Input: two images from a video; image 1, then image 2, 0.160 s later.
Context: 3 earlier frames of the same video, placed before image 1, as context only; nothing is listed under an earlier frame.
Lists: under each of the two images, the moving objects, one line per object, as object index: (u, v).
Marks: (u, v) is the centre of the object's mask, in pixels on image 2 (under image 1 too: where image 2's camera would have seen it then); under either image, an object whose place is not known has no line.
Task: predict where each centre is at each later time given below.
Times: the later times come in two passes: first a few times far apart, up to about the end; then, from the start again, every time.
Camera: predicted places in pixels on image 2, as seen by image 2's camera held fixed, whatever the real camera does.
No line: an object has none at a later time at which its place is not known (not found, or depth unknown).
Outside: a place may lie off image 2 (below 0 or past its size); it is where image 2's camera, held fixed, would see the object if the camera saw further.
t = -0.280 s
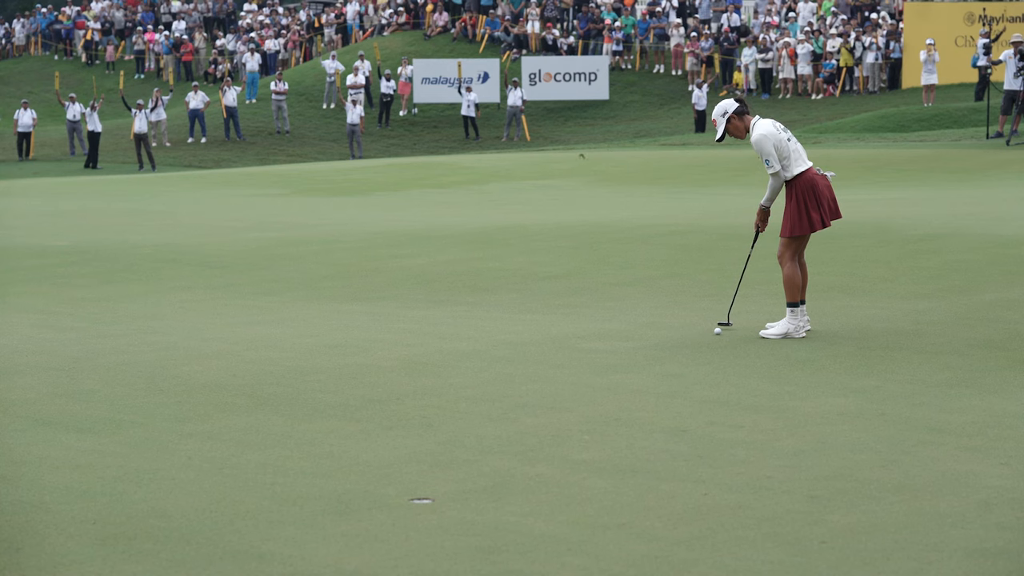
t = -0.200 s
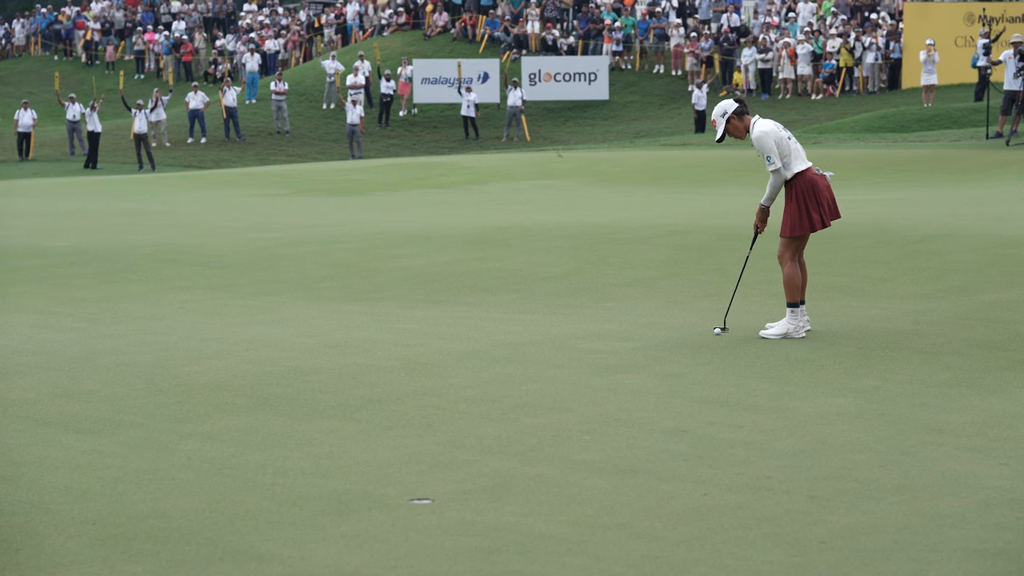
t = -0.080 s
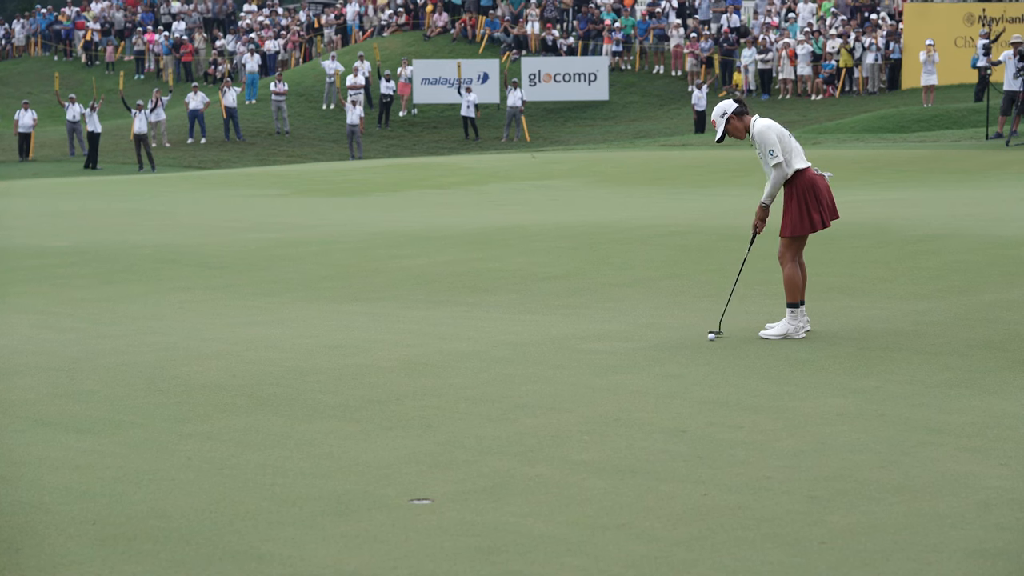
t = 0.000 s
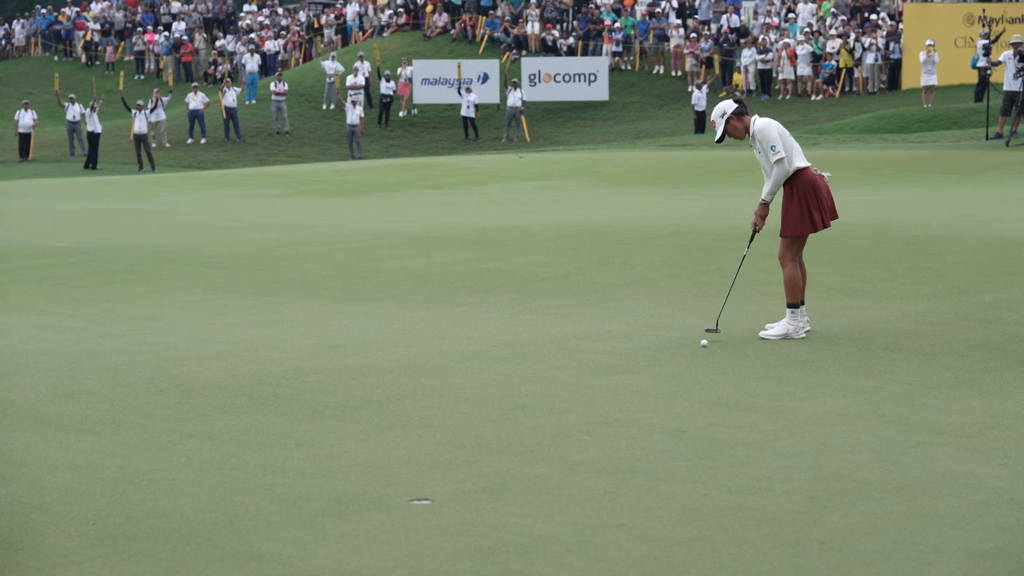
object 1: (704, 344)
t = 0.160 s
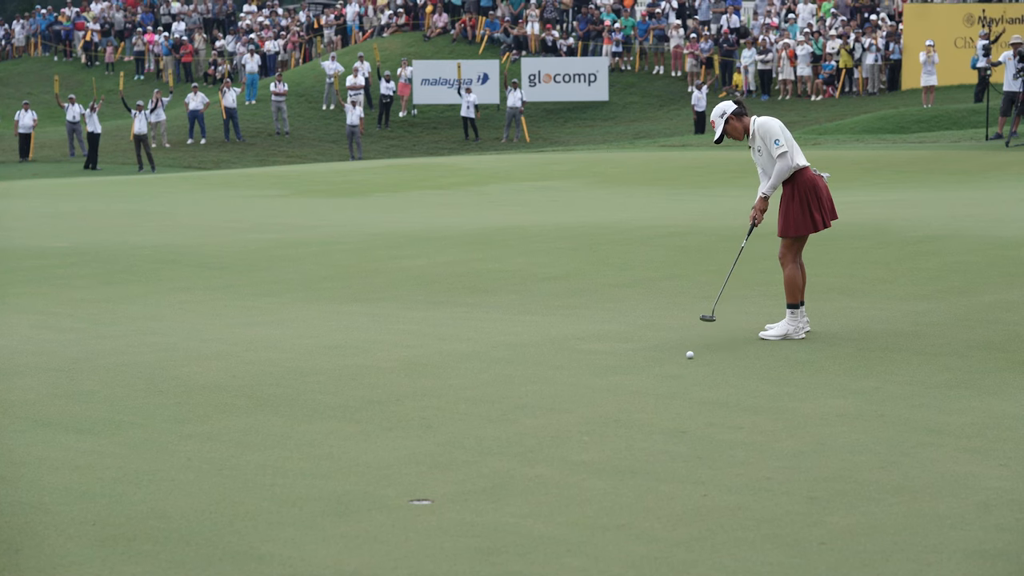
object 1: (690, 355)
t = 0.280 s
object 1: (680, 362)
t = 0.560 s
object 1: (656, 379)
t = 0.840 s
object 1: (630, 395)
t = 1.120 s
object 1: (601, 412)
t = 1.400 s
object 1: (569, 428)
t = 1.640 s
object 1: (543, 441)
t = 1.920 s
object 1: (511, 456)
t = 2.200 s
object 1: (479, 469)
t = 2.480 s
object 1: (447, 482)
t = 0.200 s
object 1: (686, 357)
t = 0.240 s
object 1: (683, 360)
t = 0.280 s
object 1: (680, 362)
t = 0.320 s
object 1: (677, 365)
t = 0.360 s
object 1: (673, 367)
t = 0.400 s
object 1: (670, 370)
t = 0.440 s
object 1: (666, 372)
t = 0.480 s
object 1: (663, 374)
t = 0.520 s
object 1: (659, 377)
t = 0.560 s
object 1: (656, 379)
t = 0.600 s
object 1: (652, 381)
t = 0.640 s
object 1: (649, 383)
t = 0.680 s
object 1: (645, 386)
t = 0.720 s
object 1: (641, 388)
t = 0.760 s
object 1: (637, 391)
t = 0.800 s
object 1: (634, 393)
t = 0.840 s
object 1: (630, 395)
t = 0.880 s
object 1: (626, 398)
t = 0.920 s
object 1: (621, 400)
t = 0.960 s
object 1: (618, 403)
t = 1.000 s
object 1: (613, 405)
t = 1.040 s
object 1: (609, 407)
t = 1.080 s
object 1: (605, 409)
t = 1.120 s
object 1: (601, 412)
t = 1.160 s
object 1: (597, 414)
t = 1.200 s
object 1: (592, 416)
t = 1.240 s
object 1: (588, 418)
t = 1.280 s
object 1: (583, 421)
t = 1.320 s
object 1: (579, 423)
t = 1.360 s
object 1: (574, 425)
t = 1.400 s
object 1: (569, 428)
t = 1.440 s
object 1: (565, 430)
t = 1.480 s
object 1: (561, 432)
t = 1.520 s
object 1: (556, 435)
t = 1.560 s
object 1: (552, 437)
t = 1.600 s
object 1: (548, 439)
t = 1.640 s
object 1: (543, 441)
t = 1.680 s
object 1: (539, 443)
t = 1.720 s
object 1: (534, 445)
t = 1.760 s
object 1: (529, 448)
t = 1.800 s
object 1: (525, 450)
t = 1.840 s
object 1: (520, 452)
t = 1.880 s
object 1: (516, 454)
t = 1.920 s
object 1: (511, 456)
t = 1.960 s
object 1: (506, 458)
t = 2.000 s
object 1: (502, 460)
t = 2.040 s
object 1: (497, 462)
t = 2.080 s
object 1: (492, 464)
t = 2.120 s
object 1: (488, 466)
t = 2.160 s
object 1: (484, 468)
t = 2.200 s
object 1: (479, 469)
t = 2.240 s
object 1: (475, 471)
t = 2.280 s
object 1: (470, 473)
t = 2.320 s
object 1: (465, 475)
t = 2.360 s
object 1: (461, 477)
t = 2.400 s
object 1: (457, 478)
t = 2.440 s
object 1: (452, 480)
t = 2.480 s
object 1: (447, 482)
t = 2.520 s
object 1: (443, 483)
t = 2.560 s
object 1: (439, 485)
